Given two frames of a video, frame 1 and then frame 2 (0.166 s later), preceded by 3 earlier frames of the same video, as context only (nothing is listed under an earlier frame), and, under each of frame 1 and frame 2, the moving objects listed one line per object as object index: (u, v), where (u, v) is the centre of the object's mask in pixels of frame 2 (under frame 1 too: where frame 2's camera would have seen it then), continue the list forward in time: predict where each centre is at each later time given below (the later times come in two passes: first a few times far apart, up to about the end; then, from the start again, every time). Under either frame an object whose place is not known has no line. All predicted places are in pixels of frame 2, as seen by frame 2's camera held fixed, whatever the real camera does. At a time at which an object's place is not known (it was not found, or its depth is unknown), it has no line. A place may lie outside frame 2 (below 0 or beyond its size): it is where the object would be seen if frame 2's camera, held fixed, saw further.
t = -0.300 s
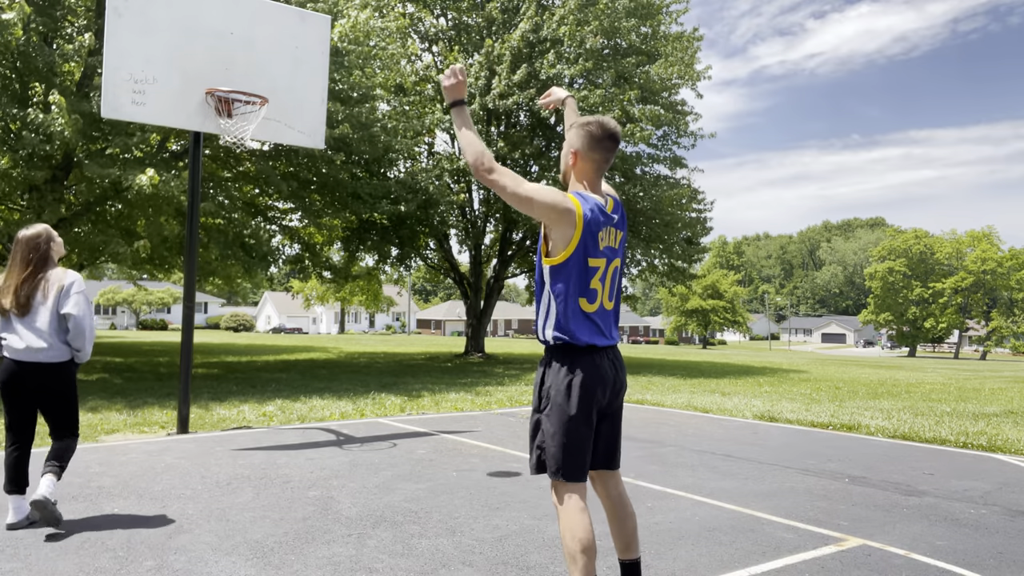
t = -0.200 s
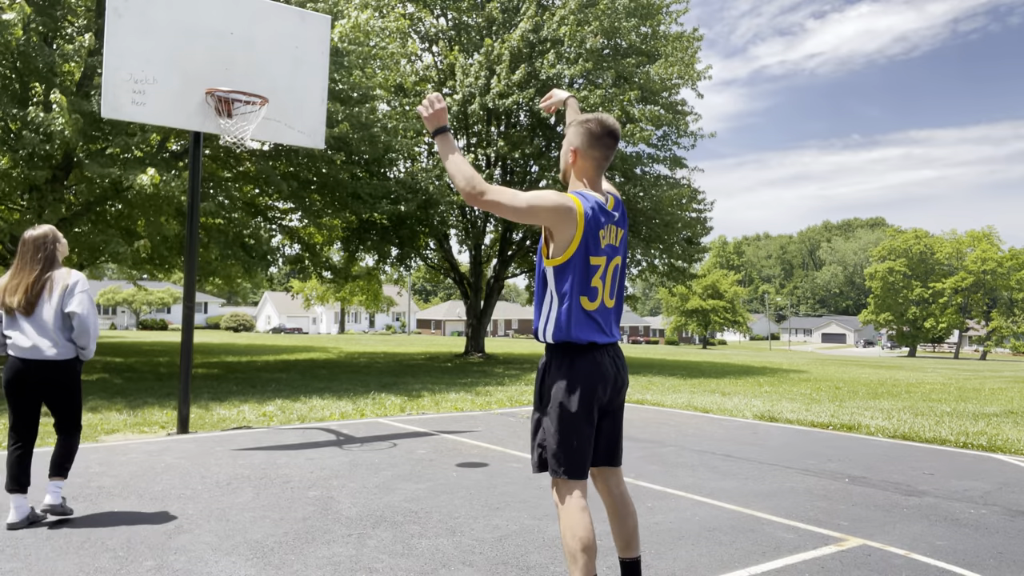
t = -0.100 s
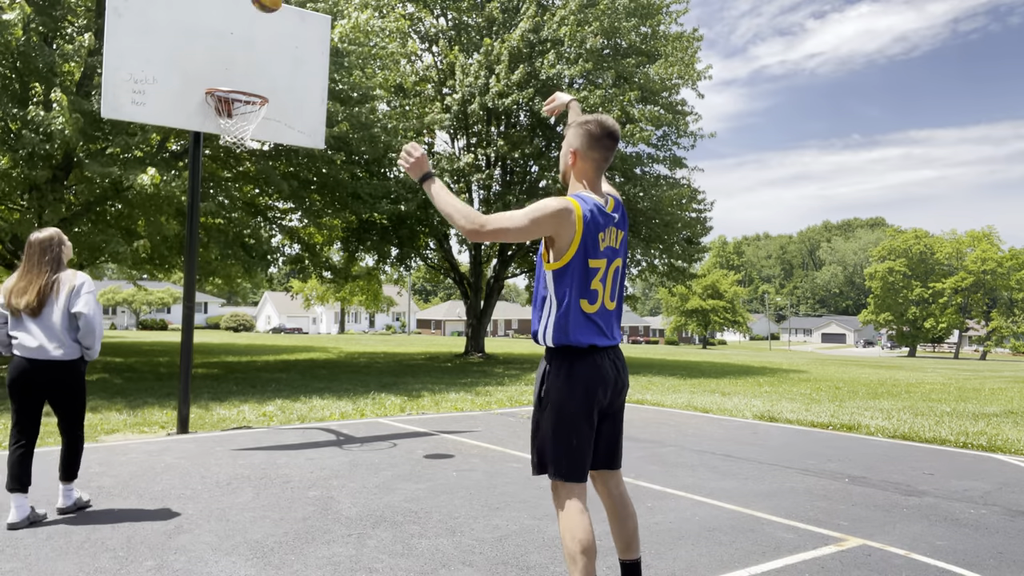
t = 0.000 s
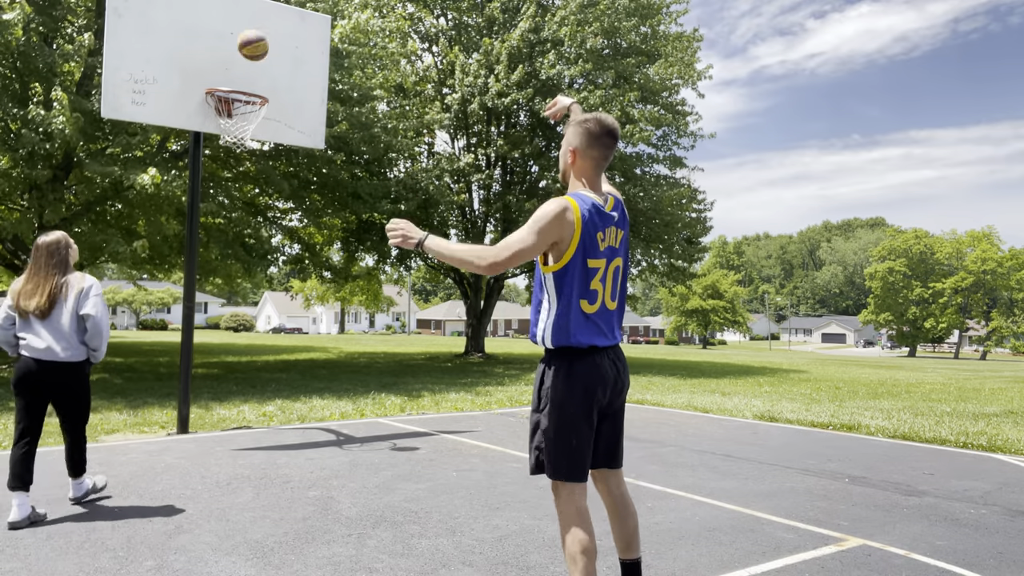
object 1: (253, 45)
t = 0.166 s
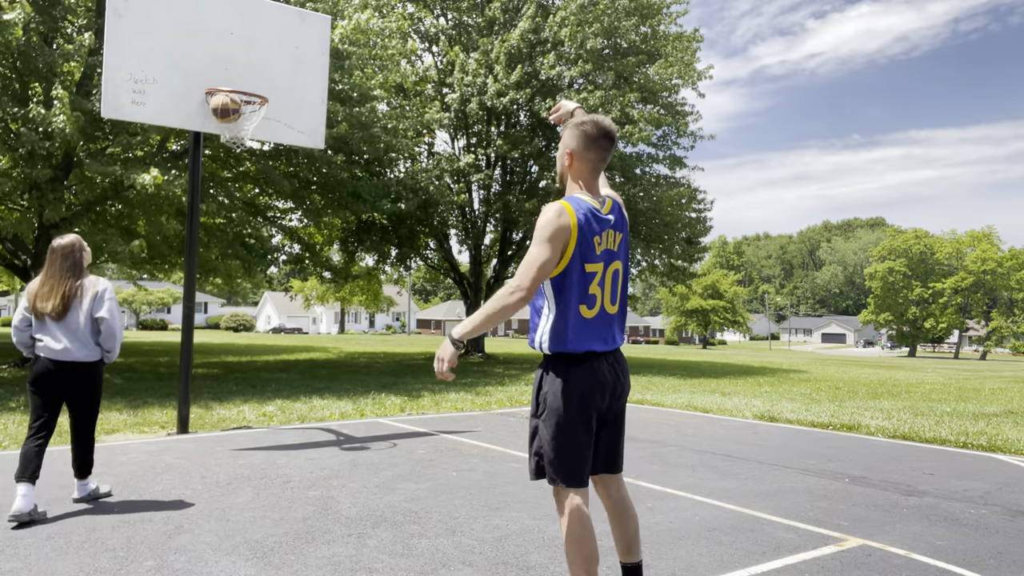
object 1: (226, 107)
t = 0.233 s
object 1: (223, 111)
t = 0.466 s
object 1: (235, 132)
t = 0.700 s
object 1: (246, 197)
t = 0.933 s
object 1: (254, 313)
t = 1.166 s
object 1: (259, 389)
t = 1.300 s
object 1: (261, 325)
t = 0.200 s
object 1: (223, 110)
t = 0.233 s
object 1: (223, 111)
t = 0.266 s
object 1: (225, 111)
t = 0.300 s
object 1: (226, 112)
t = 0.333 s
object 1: (228, 115)
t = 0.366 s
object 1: (229, 119)
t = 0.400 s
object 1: (232, 123)
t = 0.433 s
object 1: (233, 128)
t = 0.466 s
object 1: (235, 132)
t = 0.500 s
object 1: (237, 139)
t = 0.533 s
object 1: (238, 144)
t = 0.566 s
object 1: (240, 154)
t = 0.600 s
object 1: (242, 163)
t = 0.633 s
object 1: (243, 173)
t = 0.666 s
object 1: (245, 185)
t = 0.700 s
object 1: (246, 197)
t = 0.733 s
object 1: (247, 211)
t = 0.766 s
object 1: (249, 225)
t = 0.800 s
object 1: (250, 241)
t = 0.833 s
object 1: (250, 257)
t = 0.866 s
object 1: (252, 274)
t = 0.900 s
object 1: (253, 293)
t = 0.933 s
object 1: (254, 313)
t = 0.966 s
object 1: (255, 333)
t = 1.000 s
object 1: (255, 354)
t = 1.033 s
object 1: (256, 376)
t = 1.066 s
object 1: (256, 399)
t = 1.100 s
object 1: (257, 424)
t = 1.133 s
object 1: (258, 410)
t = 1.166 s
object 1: (259, 389)
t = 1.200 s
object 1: (259, 372)
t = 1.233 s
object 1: (260, 355)
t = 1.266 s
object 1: (261, 337)
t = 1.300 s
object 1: (261, 325)
